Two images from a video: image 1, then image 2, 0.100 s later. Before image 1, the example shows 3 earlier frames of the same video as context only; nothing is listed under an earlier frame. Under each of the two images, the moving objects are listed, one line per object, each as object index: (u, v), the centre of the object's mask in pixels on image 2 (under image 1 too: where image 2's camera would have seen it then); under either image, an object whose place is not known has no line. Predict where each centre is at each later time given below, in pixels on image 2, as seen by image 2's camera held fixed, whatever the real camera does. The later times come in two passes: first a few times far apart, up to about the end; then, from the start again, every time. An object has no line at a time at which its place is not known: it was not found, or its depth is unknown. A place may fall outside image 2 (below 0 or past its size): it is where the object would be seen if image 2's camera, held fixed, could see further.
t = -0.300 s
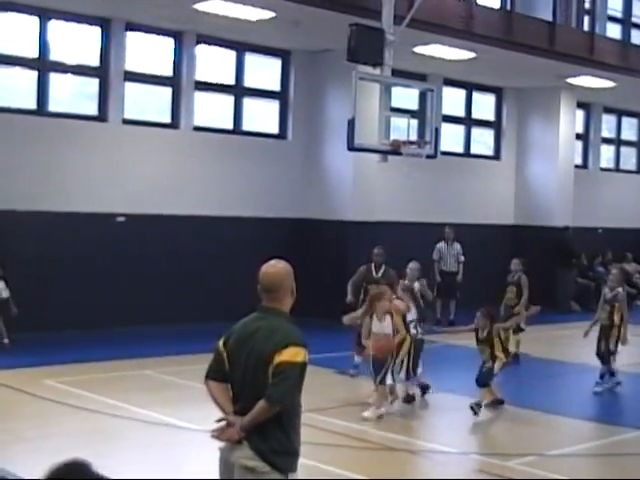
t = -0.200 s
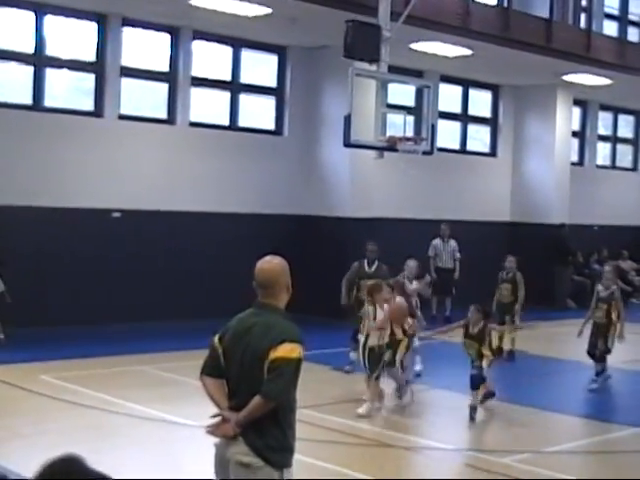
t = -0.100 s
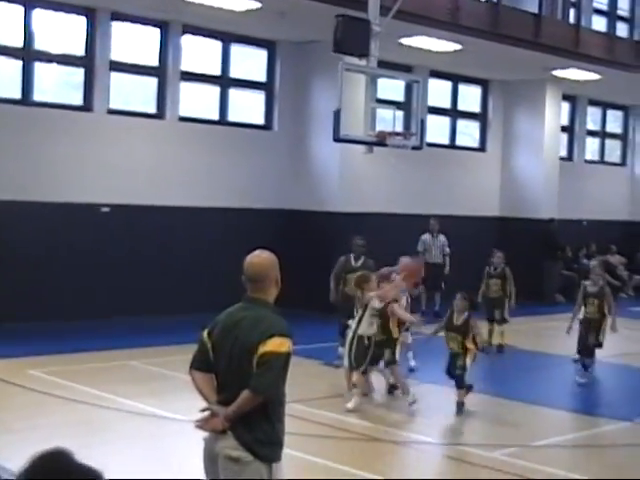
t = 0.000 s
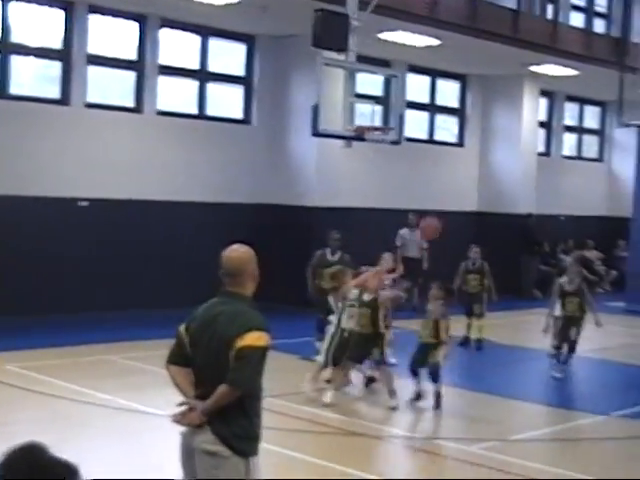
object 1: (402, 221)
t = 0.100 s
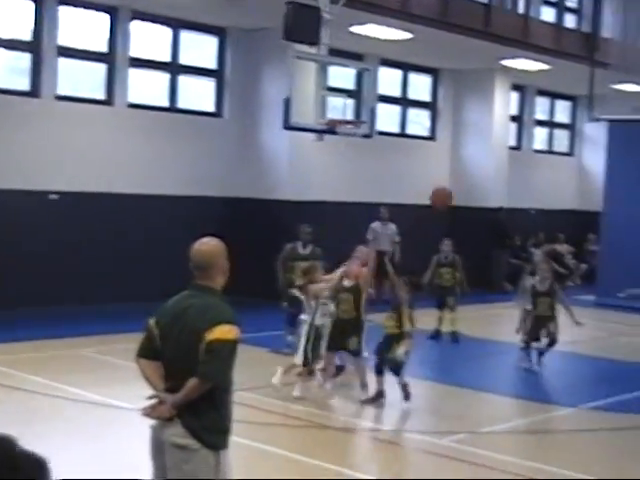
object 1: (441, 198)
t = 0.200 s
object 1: (478, 182)
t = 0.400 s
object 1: (549, 183)
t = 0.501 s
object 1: (582, 197)
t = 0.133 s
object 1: (453, 191)
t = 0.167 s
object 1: (466, 186)
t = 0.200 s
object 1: (478, 182)
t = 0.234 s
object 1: (490, 180)
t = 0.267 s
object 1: (502, 178)
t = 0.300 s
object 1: (514, 178)
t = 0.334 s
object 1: (526, 179)
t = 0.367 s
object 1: (537, 180)
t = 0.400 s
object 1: (549, 183)
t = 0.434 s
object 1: (560, 187)
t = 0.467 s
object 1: (571, 192)
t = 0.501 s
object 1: (582, 197)
